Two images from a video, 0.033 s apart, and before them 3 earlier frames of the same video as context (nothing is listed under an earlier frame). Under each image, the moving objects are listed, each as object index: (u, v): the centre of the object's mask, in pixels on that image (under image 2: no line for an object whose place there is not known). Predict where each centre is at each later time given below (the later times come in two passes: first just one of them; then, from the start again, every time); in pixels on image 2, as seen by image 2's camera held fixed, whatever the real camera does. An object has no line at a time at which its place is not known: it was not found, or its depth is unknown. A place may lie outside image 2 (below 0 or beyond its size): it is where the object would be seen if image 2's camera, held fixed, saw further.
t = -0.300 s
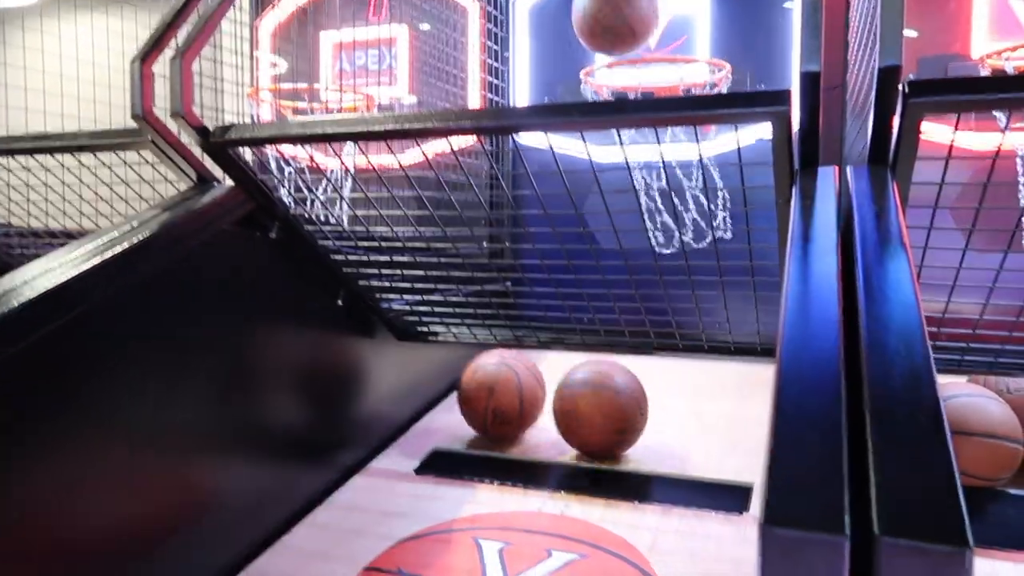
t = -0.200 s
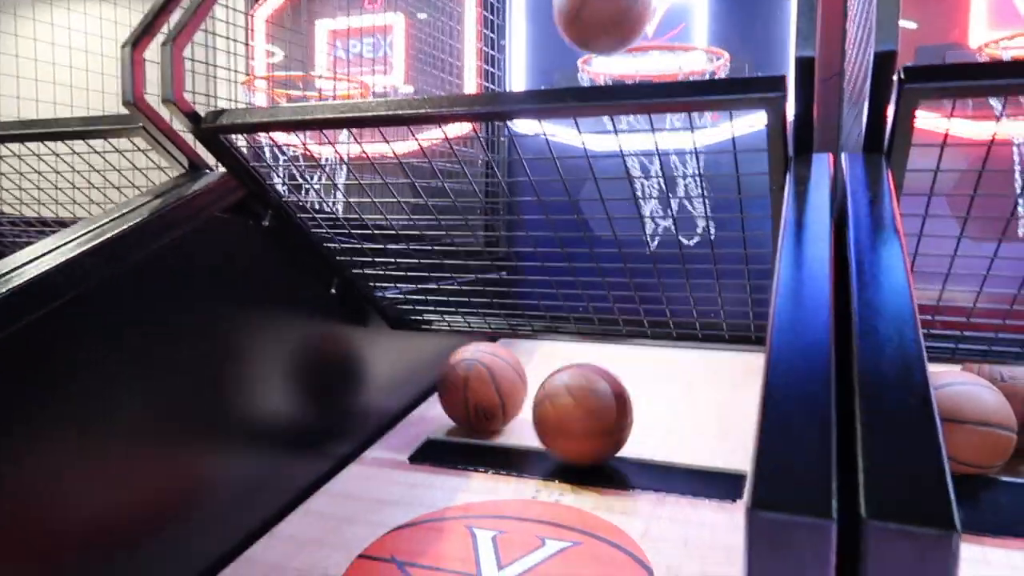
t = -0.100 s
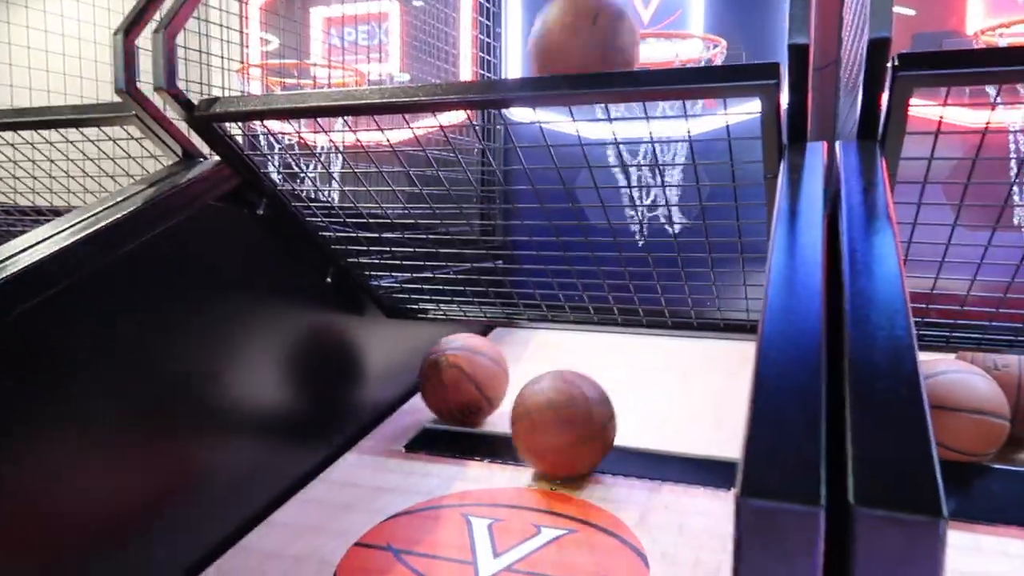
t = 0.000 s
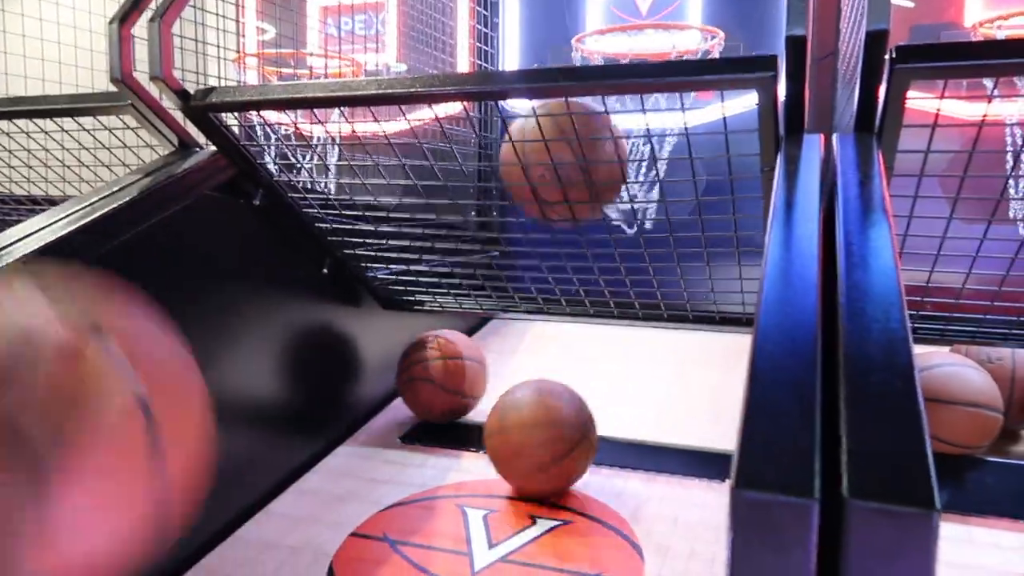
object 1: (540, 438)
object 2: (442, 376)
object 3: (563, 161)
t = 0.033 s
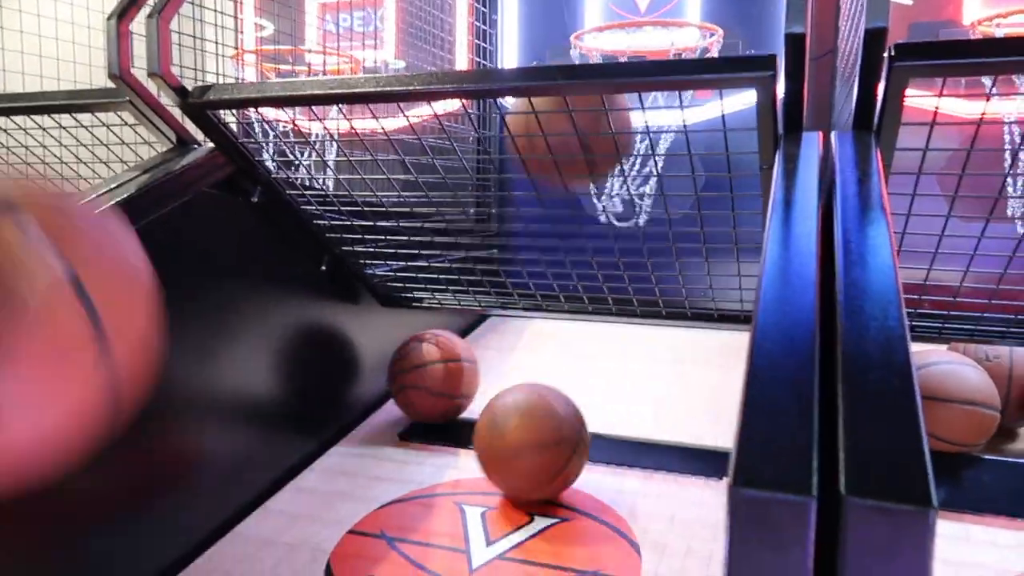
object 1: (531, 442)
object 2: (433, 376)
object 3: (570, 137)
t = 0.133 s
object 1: (508, 474)
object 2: (411, 384)
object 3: (593, 36)
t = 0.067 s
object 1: (524, 453)
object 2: (426, 380)
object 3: (577, 105)
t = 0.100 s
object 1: (516, 461)
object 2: (418, 382)
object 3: (585, 62)
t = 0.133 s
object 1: (508, 474)
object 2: (411, 384)
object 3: (593, 36)
